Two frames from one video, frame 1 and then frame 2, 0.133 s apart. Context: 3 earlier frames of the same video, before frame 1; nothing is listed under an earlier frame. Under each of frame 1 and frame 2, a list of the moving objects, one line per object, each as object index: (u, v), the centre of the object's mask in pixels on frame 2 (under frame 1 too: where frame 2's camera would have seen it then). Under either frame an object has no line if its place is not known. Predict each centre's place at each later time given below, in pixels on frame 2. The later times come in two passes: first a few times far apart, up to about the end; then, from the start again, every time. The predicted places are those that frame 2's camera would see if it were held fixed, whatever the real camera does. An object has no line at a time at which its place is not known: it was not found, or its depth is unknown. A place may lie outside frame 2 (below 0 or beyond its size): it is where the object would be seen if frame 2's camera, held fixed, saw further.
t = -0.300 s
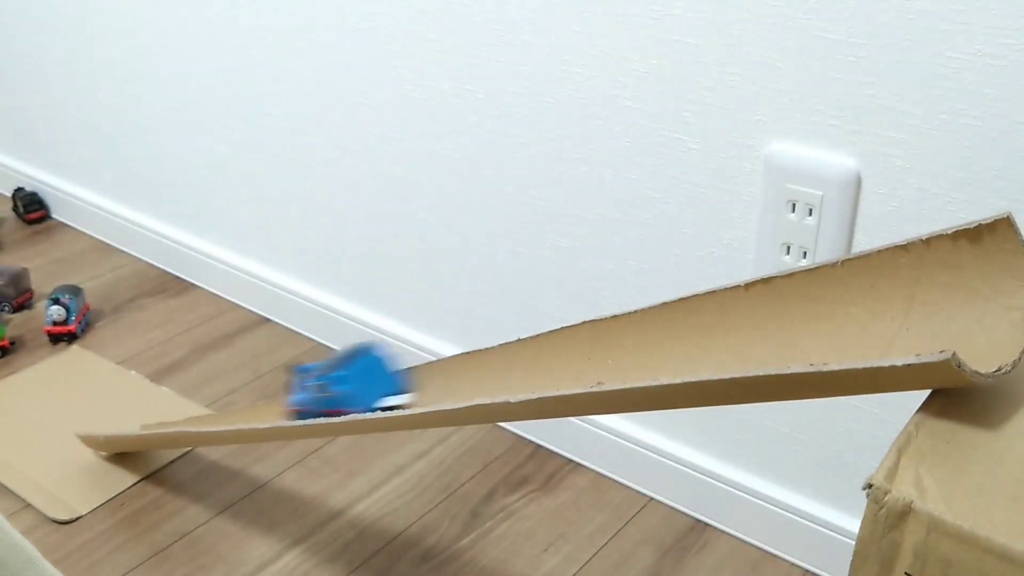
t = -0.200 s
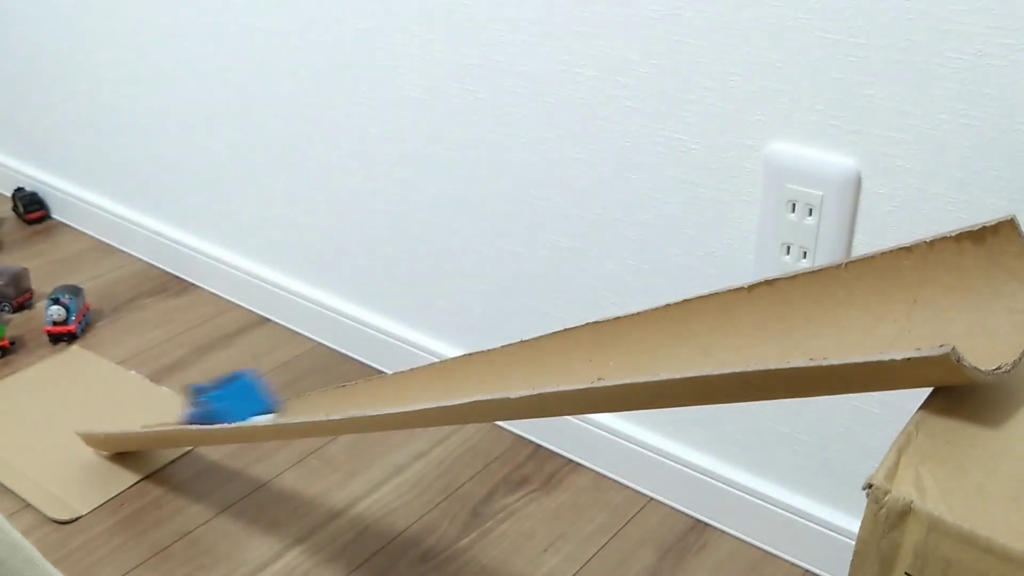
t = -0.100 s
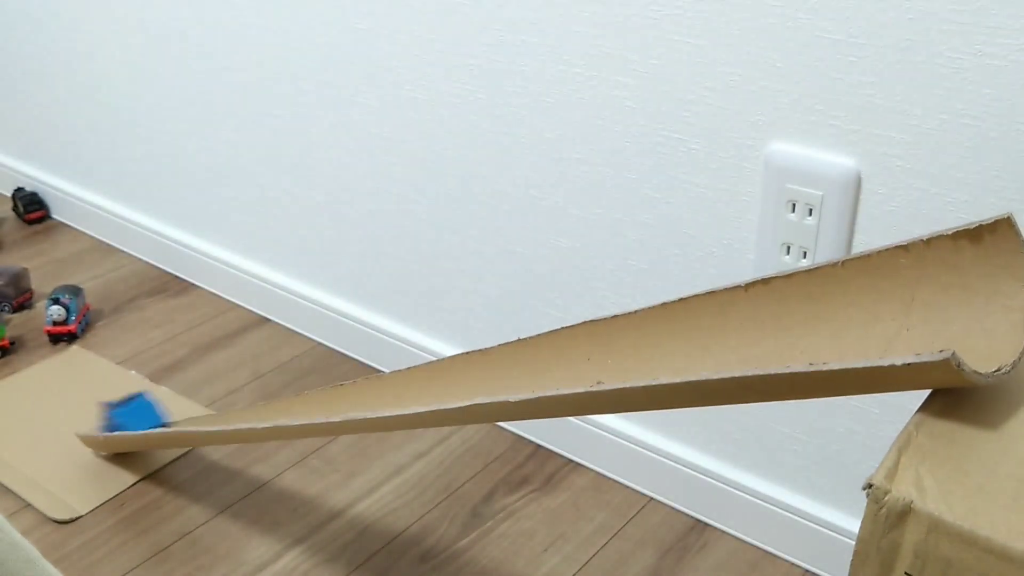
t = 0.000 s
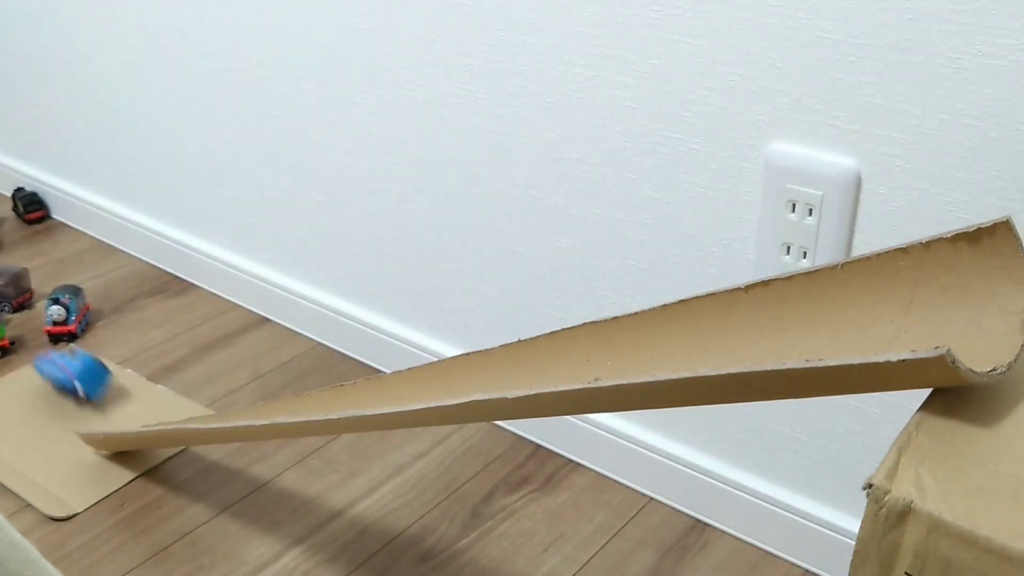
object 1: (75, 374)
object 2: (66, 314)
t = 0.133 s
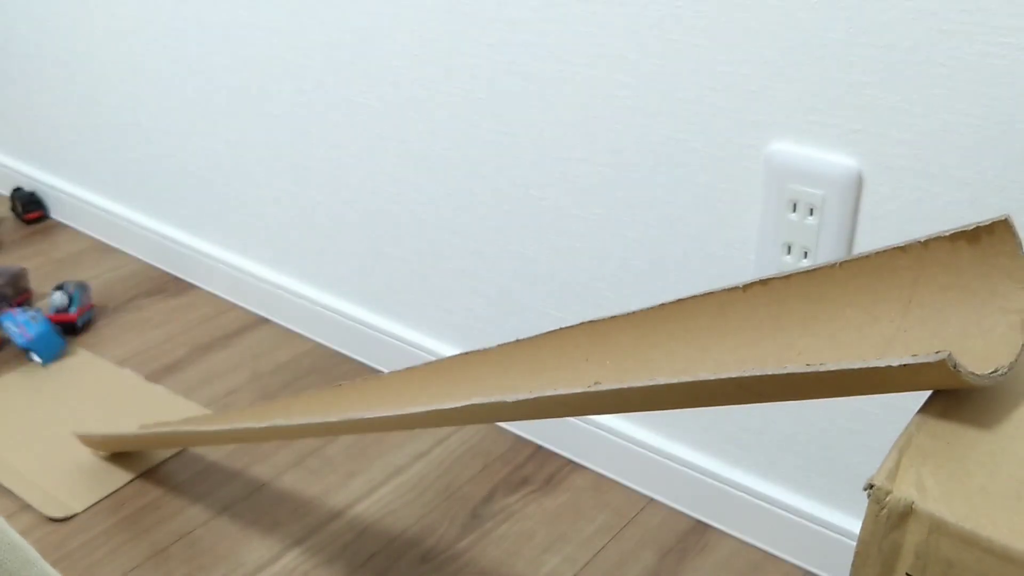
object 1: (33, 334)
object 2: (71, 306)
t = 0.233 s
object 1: (21, 328)
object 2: (81, 297)
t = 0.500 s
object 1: (16, 325)
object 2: (97, 277)
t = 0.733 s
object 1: (16, 325)
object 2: (102, 270)
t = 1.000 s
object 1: (16, 324)
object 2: (103, 270)
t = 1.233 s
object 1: (16, 325)
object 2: (103, 270)
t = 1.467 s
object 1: (16, 325)
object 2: (103, 270)
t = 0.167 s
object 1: (27, 331)
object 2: (74, 302)
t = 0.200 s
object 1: (23, 329)
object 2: (79, 300)
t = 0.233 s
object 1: (21, 328)
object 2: (81, 297)
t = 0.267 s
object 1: (19, 324)
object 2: (83, 294)
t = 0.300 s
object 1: (18, 324)
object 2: (85, 291)
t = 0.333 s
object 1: (16, 325)
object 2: (88, 288)
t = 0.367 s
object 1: (16, 325)
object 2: (90, 285)
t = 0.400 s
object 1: (17, 324)
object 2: (92, 283)
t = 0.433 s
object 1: (17, 324)
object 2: (94, 281)
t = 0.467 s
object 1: (16, 325)
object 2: (96, 279)
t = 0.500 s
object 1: (16, 325)
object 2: (97, 277)
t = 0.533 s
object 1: (16, 324)
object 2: (99, 276)
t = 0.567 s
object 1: (16, 325)
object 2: (99, 274)
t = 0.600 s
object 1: (16, 325)
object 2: (100, 273)
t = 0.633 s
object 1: (16, 325)
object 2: (101, 272)
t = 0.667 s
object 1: (16, 325)
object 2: (102, 271)
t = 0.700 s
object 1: (16, 325)
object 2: (102, 271)
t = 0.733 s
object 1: (16, 325)
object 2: (102, 270)
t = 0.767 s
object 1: (15, 325)
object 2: (103, 270)
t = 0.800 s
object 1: (15, 325)
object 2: (103, 270)
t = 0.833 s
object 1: (16, 325)
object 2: (103, 270)
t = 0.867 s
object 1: (16, 325)
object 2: (103, 270)
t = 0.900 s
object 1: (16, 325)
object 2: (103, 270)
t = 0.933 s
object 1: (16, 325)
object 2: (103, 270)
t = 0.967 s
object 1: (16, 325)
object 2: (103, 270)
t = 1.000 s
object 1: (16, 324)
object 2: (103, 270)
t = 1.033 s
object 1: (16, 325)
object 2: (103, 270)
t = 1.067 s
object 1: (16, 325)
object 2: (103, 270)
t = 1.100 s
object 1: (16, 325)
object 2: (103, 270)
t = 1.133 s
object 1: (16, 325)
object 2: (103, 270)
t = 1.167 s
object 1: (16, 325)
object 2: (103, 270)
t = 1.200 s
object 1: (16, 325)
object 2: (103, 270)
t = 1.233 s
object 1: (16, 325)
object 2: (103, 270)
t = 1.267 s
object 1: (16, 325)
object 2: (103, 270)
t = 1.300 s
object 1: (16, 325)
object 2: (103, 270)
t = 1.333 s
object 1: (16, 324)
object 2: (103, 270)
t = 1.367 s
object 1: (16, 325)
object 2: (103, 270)
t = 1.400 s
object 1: (16, 325)
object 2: (103, 270)
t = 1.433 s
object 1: (16, 325)
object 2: (103, 270)
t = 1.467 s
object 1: (16, 325)
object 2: (103, 270)
